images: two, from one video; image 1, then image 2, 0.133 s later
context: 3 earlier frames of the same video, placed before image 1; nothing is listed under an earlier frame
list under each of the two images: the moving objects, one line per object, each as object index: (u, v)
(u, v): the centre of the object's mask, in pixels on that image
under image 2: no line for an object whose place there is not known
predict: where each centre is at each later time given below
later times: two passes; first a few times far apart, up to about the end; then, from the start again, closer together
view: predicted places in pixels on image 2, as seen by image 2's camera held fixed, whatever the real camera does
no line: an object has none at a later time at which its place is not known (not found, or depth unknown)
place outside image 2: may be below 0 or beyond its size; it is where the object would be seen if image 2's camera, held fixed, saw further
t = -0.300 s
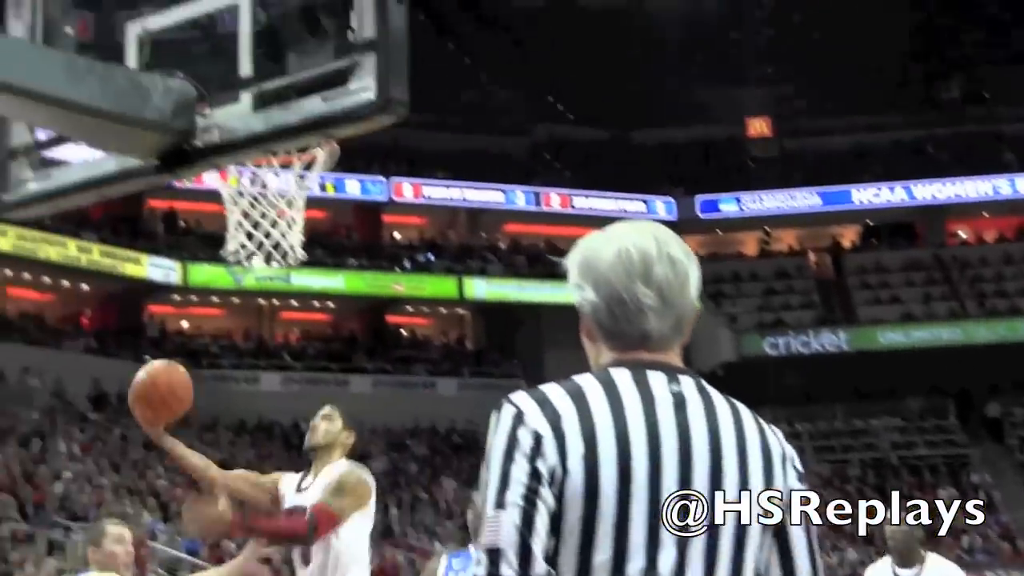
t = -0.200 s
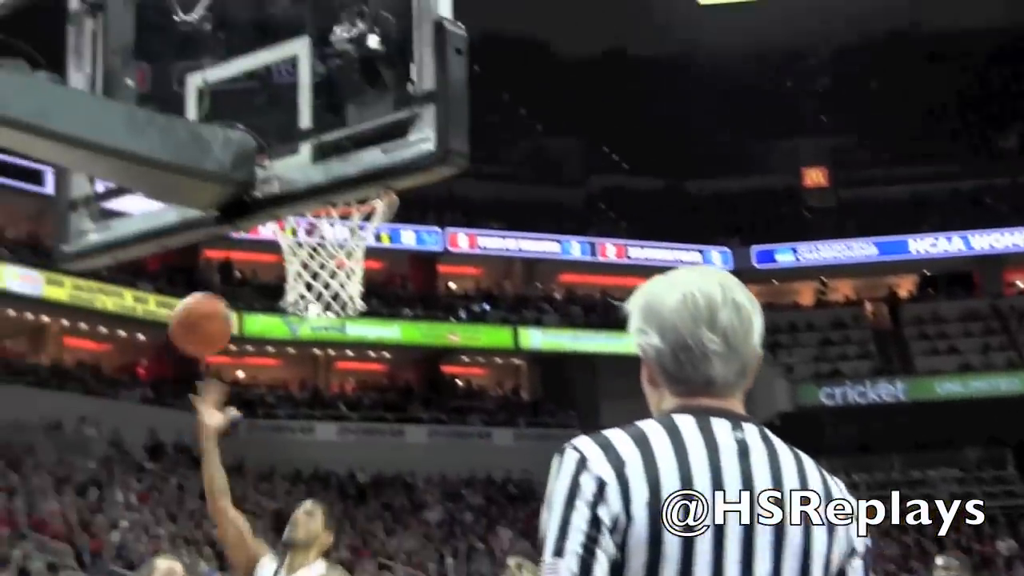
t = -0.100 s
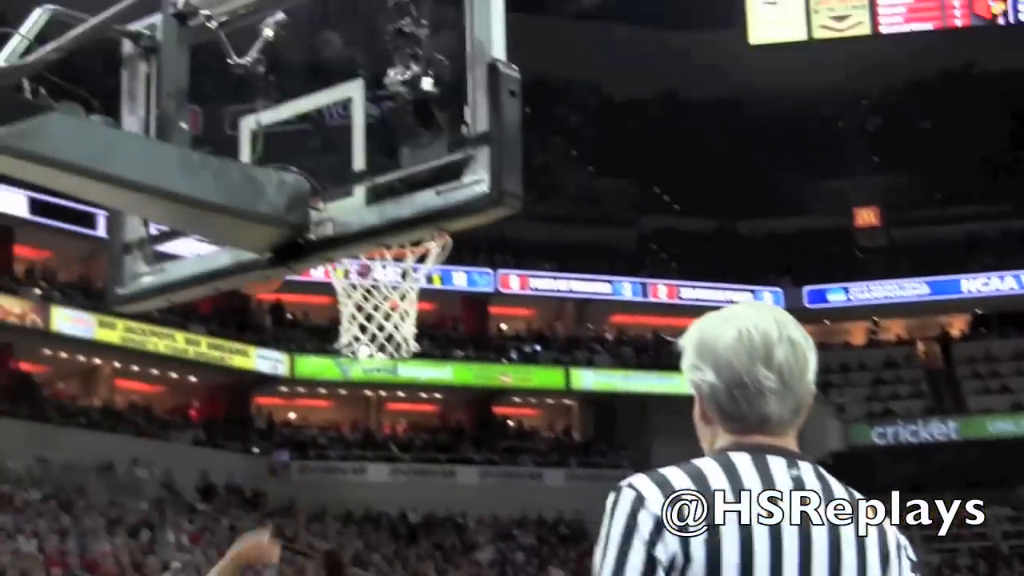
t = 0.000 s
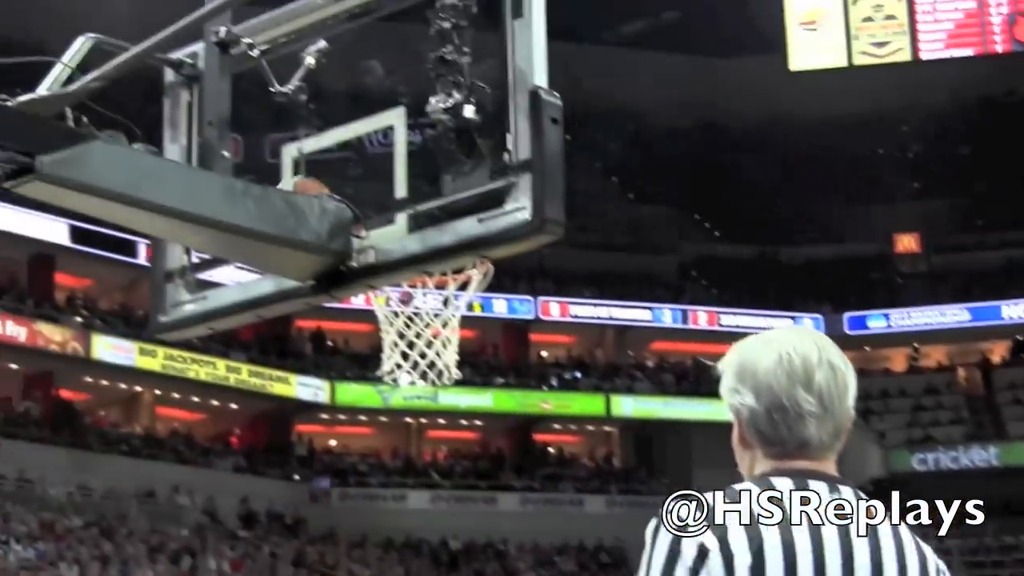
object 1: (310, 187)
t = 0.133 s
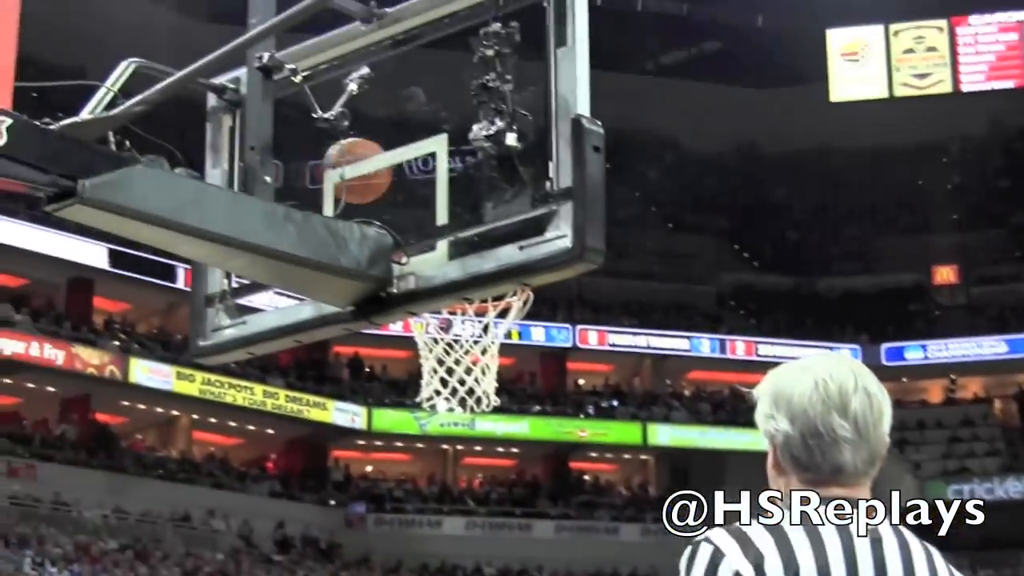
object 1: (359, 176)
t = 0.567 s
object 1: (438, 336)
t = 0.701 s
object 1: (409, 376)
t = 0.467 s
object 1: (485, 303)
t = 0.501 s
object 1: (483, 307)
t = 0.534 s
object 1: (461, 322)
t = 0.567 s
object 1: (438, 336)
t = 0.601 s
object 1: (423, 353)
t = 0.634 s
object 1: (414, 358)
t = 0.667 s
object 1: (410, 372)
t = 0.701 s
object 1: (409, 376)
